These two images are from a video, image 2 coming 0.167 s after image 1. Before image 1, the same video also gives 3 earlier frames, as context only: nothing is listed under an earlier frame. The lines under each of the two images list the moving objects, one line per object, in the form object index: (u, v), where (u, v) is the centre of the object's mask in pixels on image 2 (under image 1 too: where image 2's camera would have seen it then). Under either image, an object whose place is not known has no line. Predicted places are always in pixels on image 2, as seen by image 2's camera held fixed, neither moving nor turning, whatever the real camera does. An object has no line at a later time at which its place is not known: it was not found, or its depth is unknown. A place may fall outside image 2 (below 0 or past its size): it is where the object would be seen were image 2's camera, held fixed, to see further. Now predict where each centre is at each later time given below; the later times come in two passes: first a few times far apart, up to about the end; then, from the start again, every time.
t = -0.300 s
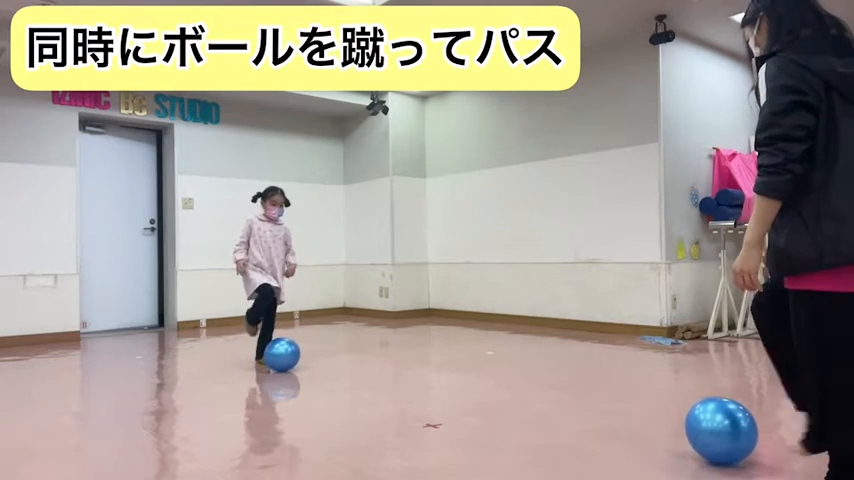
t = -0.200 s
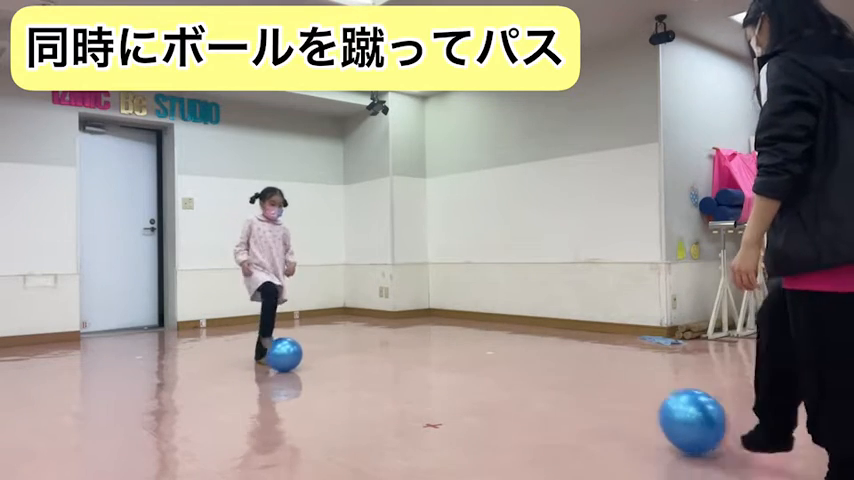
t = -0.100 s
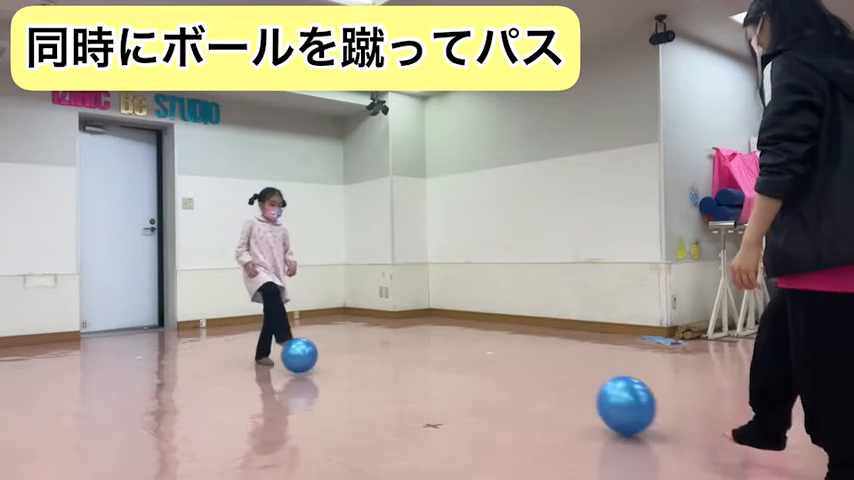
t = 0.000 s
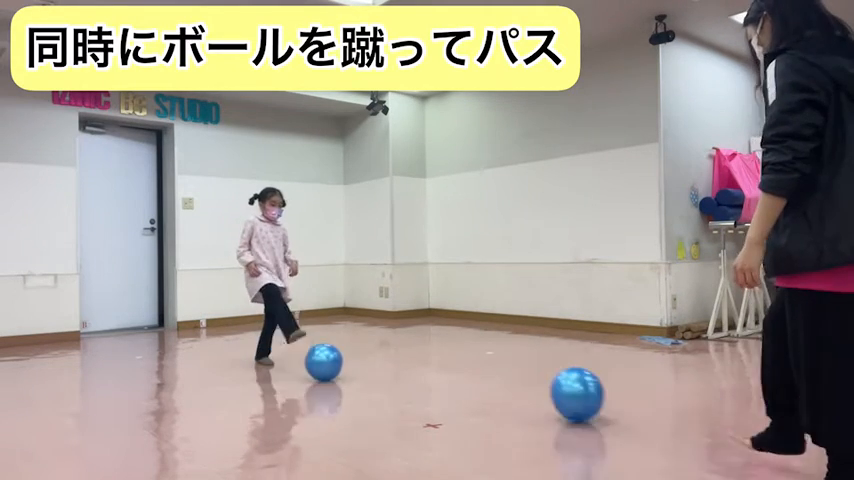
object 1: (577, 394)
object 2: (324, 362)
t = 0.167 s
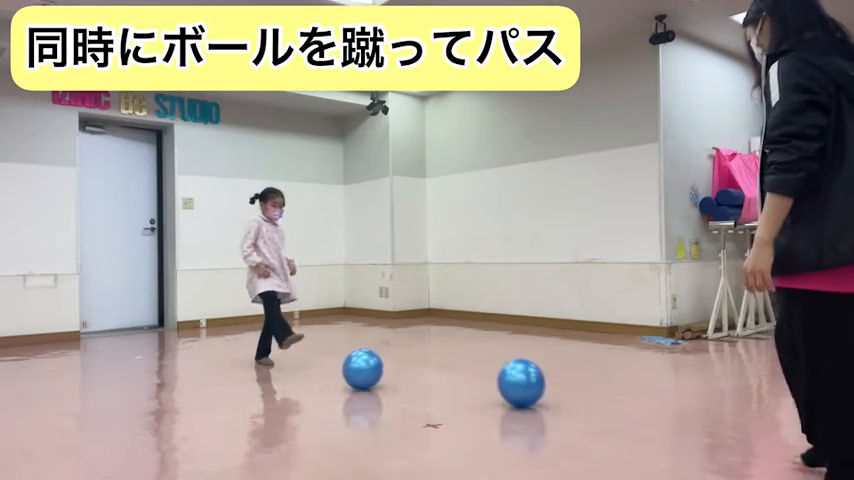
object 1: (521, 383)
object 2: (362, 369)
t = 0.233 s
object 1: (505, 379)
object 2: (377, 369)
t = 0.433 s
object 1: (469, 371)
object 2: (418, 380)
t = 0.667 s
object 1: (434, 364)
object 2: (467, 388)
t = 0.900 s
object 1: (405, 358)
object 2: (522, 398)
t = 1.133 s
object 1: (377, 354)
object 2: (583, 409)
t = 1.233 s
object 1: (366, 352)
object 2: (612, 414)
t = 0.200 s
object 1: (512, 381)
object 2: (370, 368)
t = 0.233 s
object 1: (505, 379)
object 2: (377, 369)
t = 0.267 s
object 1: (497, 378)
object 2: (385, 372)
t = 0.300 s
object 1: (491, 376)
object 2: (392, 375)
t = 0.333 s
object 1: (485, 374)
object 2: (398, 374)
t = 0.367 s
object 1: (480, 374)
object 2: (405, 375)
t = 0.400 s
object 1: (474, 372)
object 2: (411, 379)
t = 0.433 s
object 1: (469, 371)
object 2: (418, 380)
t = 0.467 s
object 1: (464, 370)
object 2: (423, 379)
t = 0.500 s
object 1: (462, 369)
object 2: (429, 381)
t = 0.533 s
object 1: (459, 365)
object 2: (436, 384)
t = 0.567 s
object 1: (451, 359)
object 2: (444, 386)
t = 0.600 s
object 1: (442, 359)
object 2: (452, 386)
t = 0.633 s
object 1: (436, 362)
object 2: (460, 387)
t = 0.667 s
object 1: (434, 364)
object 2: (467, 388)
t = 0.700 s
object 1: (430, 364)
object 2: (475, 388)
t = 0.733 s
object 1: (426, 363)
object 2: (483, 391)
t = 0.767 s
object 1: (421, 362)
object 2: (491, 392)
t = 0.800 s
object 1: (417, 361)
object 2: (499, 394)
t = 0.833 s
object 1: (413, 360)
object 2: (506, 395)
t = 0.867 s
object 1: (409, 359)
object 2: (514, 396)
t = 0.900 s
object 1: (405, 358)
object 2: (522, 398)
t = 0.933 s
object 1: (400, 358)
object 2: (530, 399)
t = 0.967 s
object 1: (396, 357)
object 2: (538, 401)
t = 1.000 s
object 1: (393, 356)
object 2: (547, 402)
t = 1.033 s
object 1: (389, 355)
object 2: (555, 404)
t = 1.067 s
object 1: (385, 355)
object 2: (564, 406)
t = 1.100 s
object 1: (381, 354)
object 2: (574, 407)
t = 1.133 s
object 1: (377, 354)
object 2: (583, 409)
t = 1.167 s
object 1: (374, 353)
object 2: (592, 410)
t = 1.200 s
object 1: (370, 352)
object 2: (602, 412)
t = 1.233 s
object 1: (366, 352)
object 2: (612, 414)
